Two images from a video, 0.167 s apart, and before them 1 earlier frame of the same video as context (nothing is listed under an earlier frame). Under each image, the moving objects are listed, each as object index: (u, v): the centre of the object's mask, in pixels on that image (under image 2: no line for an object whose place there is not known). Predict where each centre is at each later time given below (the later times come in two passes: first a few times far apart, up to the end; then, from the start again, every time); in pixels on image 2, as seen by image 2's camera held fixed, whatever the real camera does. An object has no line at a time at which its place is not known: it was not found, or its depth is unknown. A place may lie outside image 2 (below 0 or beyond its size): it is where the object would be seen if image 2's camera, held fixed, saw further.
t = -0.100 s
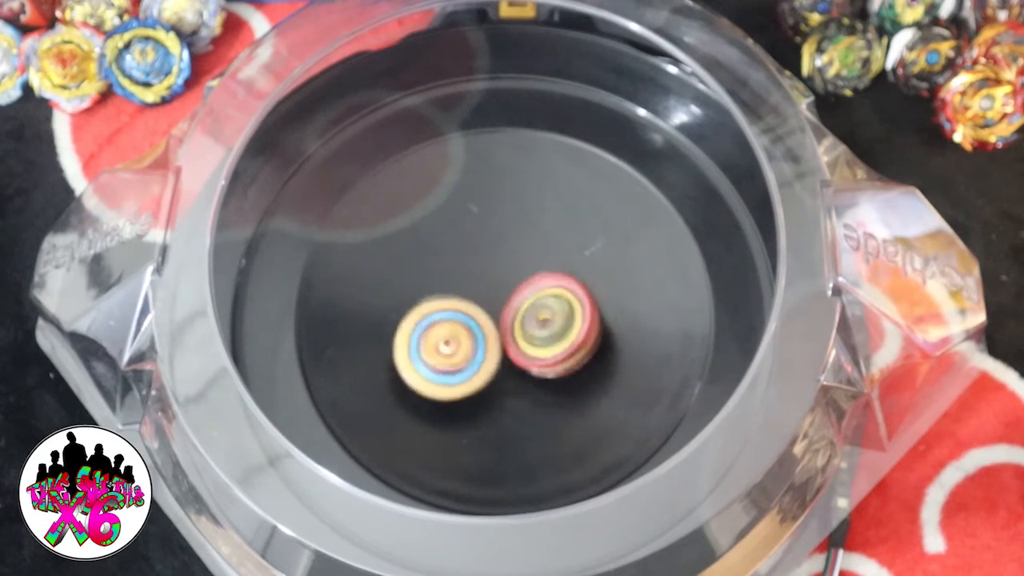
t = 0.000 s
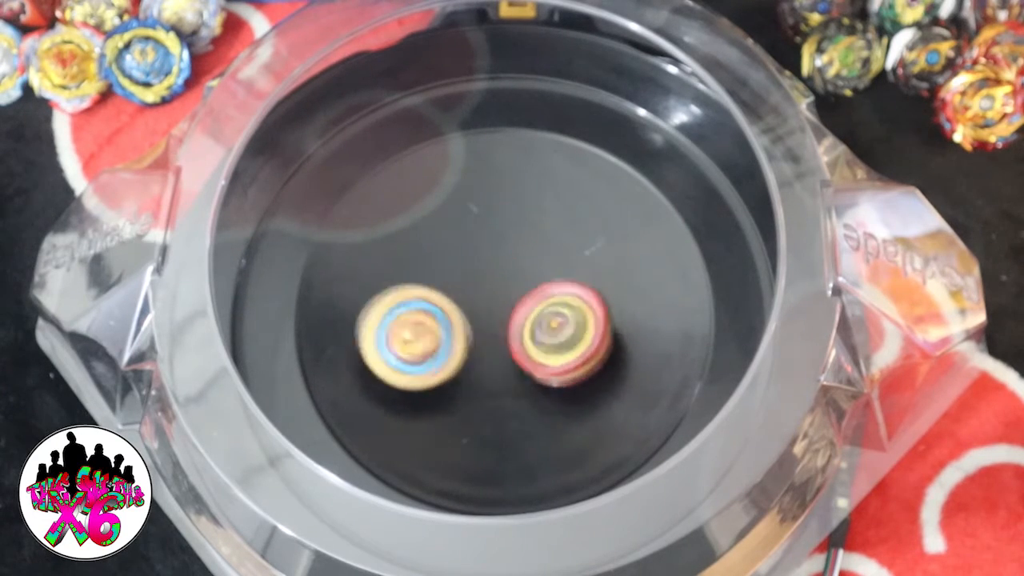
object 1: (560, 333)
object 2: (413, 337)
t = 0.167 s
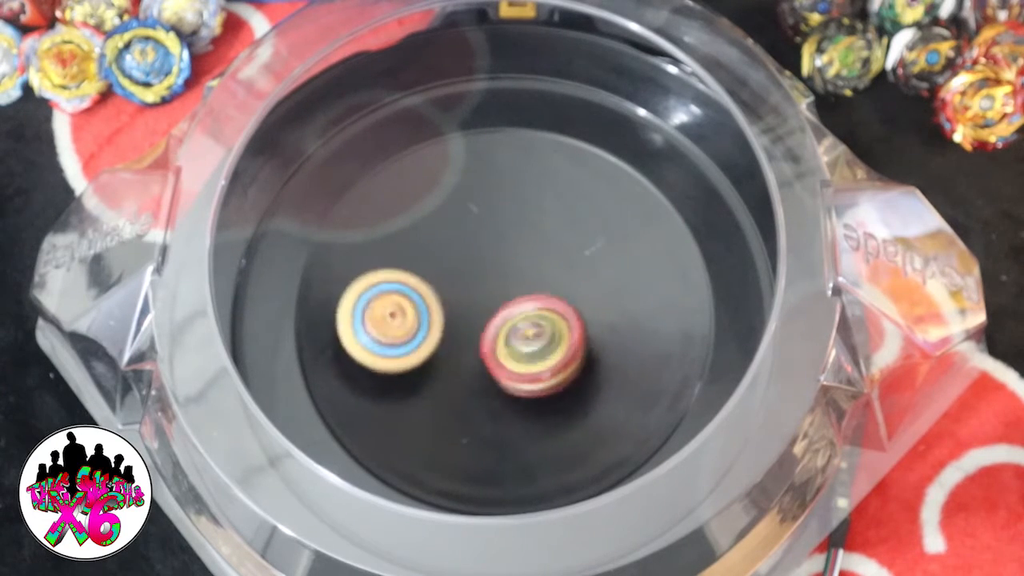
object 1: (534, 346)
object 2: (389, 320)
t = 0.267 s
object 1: (515, 345)
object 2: (395, 311)
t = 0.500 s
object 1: (560, 333)
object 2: (355, 295)
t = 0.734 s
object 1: (548, 293)
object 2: (394, 280)
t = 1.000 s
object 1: (579, 273)
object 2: (457, 286)
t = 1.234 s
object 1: (589, 269)
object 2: (481, 294)
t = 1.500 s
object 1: (587, 292)
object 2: (464, 331)
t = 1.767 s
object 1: (572, 321)
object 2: (464, 331)
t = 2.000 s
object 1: (563, 323)
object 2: (447, 329)
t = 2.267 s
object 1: (550, 315)
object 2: (441, 317)
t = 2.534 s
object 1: (553, 302)
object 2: (450, 311)
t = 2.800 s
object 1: (558, 305)
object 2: (442, 335)
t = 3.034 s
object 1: (554, 302)
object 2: (481, 349)
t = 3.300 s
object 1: (553, 292)
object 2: (503, 373)
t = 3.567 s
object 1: (540, 289)
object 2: (474, 362)
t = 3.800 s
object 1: (540, 291)
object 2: (478, 362)
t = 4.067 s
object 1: (540, 291)
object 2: (478, 362)
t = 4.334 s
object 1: (540, 291)
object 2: (478, 361)
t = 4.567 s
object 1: (540, 291)
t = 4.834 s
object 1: (540, 291)
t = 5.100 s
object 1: (540, 291)
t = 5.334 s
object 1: (540, 291)
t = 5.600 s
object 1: (540, 291)
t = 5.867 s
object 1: (540, 291)
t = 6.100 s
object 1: (540, 291)
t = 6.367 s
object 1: (540, 291)
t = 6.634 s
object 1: (540, 290)
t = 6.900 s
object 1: (540, 291)
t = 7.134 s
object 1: (540, 291)
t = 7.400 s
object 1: (540, 291)
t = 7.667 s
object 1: (540, 291)
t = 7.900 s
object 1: (540, 291)
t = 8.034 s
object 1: (540, 291)
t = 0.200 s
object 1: (528, 345)
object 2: (392, 318)
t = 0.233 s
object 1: (521, 346)
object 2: (393, 314)
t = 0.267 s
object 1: (515, 345)
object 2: (395, 311)
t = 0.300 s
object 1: (510, 343)
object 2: (396, 309)
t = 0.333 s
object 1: (505, 342)
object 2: (398, 306)
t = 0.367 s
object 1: (508, 341)
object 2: (393, 304)
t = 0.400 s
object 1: (527, 340)
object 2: (372, 301)
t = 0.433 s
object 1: (544, 338)
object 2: (356, 298)
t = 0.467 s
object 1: (554, 335)
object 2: (353, 299)
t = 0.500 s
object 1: (560, 333)
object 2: (355, 295)
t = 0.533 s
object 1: (563, 330)
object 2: (358, 288)
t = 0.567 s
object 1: (560, 324)
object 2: (362, 285)
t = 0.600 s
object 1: (559, 319)
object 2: (367, 281)
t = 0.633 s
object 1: (556, 311)
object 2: (369, 278)
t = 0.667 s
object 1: (555, 305)
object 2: (375, 280)
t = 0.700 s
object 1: (552, 299)
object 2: (383, 280)
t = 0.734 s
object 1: (548, 293)
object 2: (394, 280)
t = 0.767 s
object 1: (544, 288)
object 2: (407, 277)
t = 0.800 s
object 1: (540, 282)
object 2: (423, 276)
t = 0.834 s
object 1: (541, 278)
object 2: (432, 276)
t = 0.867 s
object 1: (553, 275)
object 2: (432, 281)
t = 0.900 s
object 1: (560, 275)
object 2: (440, 284)
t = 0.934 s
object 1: (563, 275)
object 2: (453, 283)
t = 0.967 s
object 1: (569, 276)
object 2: (457, 284)
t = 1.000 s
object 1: (579, 273)
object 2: (457, 286)
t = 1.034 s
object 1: (584, 268)
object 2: (460, 286)
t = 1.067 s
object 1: (589, 266)
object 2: (463, 284)
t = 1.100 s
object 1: (588, 266)
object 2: (465, 285)
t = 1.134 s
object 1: (588, 265)
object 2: (468, 288)
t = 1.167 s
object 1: (587, 265)
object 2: (474, 287)
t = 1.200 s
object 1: (588, 266)
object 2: (479, 289)
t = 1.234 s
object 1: (589, 269)
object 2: (481, 294)
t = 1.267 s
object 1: (600, 268)
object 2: (468, 306)
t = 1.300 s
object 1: (605, 271)
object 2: (463, 314)
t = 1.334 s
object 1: (606, 273)
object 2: (464, 319)
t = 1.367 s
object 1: (605, 279)
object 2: (464, 320)
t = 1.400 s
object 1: (601, 283)
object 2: (463, 323)
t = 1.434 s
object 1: (598, 287)
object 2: (463, 325)
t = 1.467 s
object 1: (592, 289)
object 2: (463, 327)
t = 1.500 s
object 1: (587, 292)
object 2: (464, 331)
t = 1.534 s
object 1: (579, 295)
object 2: (469, 333)
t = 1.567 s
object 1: (571, 302)
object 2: (472, 333)
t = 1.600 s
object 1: (572, 307)
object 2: (465, 331)
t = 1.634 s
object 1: (573, 309)
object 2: (466, 336)
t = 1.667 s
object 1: (573, 314)
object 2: (467, 337)
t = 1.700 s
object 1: (574, 317)
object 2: (465, 334)
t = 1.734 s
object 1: (576, 321)
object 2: (464, 331)
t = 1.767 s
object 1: (572, 321)
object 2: (464, 331)
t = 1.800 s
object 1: (570, 317)
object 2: (464, 329)
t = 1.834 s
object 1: (571, 317)
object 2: (460, 326)
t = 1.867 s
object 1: (569, 321)
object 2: (457, 326)
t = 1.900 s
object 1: (564, 321)
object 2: (457, 327)
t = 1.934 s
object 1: (566, 318)
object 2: (452, 328)
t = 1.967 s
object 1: (568, 320)
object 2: (448, 330)
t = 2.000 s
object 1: (563, 323)
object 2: (447, 329)
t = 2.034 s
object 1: (557, 322)
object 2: (445, 326)
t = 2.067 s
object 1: (556, 320)
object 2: (442, 323)
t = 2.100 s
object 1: (553, 321)
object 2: (441, 322)
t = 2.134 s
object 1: (549, 319)
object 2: (440, 321)
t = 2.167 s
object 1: (551, 317)
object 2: (441, 319)
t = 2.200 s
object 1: (552, 318)
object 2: (444, 317)
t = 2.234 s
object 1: (550, 318)
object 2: (444, 314)
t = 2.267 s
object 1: (550, 315)
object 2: (441, 317)
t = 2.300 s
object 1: (553, 314)
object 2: (445, 319)
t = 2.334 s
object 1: (556, 312)
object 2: (448, 318)
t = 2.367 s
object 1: (554, 307)
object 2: (450, 315)
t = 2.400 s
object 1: (556, 302)
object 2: (447, 317)
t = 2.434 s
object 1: (560, 300)
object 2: (449, 320)
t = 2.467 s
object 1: (561, 302)
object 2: (452, 318)
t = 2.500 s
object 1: (557, 303)
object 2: (452, 313)
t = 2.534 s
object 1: (553, 302)
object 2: (450, 311)
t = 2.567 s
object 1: (550, 299)
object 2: (440, 313)
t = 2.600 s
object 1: (547, 298)
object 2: (439, 321)
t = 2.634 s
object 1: (548, 297)
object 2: (446, 325)
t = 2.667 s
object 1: (555, 300)
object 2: (453, 329)
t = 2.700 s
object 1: (557, 305)
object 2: (461, 327)
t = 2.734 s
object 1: (557, 307)
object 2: (455, 327)
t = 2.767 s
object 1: (560, 305)
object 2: (446, 330)
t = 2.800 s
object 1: (558, 305)
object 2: (442, 335)
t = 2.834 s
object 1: (558, 305)
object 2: (443, 341)
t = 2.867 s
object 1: (558, 304)
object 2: (447, 345)
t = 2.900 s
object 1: (557, 302)
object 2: (453, 347)
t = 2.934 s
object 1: (556, 304)
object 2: (461, 347)
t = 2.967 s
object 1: (553, 305)
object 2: (469, 344)
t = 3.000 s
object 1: (552, 303)
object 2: (476, 342)
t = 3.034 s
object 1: (554, 302)
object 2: (481, 349)
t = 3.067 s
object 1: (553, 302)
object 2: (486, 355)
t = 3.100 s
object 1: (551, 301)
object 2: (493, 359)
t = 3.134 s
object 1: (549, 299)
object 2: (498, 366)
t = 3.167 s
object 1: (550, 297)
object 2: (502, 371)
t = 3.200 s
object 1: (554, 295)
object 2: (504, 374)
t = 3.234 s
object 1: (554, 292)
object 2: (504, 375)
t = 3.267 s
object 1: (553, 290)
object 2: (504, 375)
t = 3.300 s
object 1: (553, 292)
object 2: (503, 373)
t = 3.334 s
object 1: (551, 294)
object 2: (499, 370)
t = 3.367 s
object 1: (547, 295)
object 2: (496, 367)
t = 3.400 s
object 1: (543, 294)
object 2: (491, 364)
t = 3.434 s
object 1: (541, 290)
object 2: (486, 362)
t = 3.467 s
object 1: (541, 288)
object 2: (481, 361)
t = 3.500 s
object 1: (540, 287)
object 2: (477, 361)
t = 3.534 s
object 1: (540, 288)
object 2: (475, 362)
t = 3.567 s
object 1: (540, 289)
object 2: (474, 362)
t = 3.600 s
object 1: (541, 290)
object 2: (474, 362)
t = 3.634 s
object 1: (540, 291)
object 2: (475, 362)
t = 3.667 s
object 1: (540, 291)
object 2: (477, 362)
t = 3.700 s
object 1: (540, 291)
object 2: (478, 362)
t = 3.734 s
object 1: (540, 291)
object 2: (478, 362)
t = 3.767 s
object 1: (540, 291)
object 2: (478, 362)
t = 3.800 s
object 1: (540, 291)
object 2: (478, 362)
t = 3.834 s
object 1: (540, 291)
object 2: (478, 362)
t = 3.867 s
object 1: (540, 291)
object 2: (478, 362)
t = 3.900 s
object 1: (540, 291)
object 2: (478, 362)
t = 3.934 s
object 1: (540, 291)
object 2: (478, 362)
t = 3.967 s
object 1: (540, 291)
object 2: (478, 362)
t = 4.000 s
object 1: (540, 291)
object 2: (478, 362)
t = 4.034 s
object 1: (540, 291)
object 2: (478, 362)
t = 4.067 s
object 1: (540, 291)
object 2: (478, 362)
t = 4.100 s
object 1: (540, 291)
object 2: (478, 362)
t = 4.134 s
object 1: (540, 291)
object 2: (478, 362)
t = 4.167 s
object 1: (540, 291)
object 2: (478, 362)
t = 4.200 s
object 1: (540, 291)
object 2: (478, 362)
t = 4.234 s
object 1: (540, 291)
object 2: (478, 362)
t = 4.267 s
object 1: (540, 291)
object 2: (478, 362)
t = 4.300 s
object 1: (540, 291)
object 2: (478, 362)
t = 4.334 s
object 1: (540, 291)
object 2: (478, 361)
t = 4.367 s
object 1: (540, 291)
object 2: (478, 362)
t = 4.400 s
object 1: (540, 291)
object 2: (478, 361)
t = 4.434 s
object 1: (540, 291)
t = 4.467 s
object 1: (540, 291)
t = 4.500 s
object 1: (540, 291)
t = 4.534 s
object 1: (540, 291)
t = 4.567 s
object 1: (540, 291)
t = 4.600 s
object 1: (540, 291)
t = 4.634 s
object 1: (540, 291)
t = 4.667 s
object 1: (540, 291)
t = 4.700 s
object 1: (540, 291)
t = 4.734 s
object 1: (540, 291)
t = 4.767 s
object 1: (540, 291)
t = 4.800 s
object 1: (540, 291)
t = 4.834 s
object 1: (540, 291)
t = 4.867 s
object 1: (540, 291)
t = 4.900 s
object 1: (540, 291)
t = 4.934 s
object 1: (540, 291)
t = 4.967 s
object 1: (540, 291)
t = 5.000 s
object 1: (540, 291)
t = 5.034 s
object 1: (540, 291)
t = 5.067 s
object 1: (540, 291)
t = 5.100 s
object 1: (540, 291)
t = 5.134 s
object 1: (540, 291)
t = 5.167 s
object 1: (540, 291)
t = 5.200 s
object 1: (540, 291)
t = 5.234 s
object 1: (540, 291)
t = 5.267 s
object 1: (540, 291)
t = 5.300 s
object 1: (540, 291)
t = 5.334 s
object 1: (540, 291)
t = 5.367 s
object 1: (540, 291)
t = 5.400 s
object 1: (540, 291)
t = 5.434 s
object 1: (540, 291)
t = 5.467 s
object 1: (540, 291)
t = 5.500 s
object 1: (540, 291)
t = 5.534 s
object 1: (540, 291)
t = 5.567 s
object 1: (540, 291)
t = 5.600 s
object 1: (540, 291)
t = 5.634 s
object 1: (540, 291)
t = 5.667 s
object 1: (540, 291)
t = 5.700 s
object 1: (540, 291)
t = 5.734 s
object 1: (540, 291)
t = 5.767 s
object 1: (540, 291)
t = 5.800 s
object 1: (540, 291)
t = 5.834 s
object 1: (540, 291)
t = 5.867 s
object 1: (540, 291)
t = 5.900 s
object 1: (540, 291)
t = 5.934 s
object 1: (540, 291)
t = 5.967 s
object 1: (540, 291)
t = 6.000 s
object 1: (540, 291)
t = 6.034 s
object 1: (540, 291)
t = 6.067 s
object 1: (540, 291)
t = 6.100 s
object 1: (540, 291)
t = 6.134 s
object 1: (540, 290)
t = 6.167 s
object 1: (540, 291)
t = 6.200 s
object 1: (540, 290)
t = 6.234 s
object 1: (540, 291)
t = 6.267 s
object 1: (540, 291)
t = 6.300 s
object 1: (540, 291)
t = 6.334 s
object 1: (540, 290)
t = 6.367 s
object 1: (540, 291)
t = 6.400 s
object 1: (540, 291)
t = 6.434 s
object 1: (540, 291)
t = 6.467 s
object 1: (540, 291)
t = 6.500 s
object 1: (540, 290)
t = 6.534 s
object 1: (540, 291)
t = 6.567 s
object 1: (540, 291)
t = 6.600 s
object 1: (540, 291)
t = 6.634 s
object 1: (540, 290)
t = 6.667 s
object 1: (540, 291)
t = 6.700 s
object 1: (540, 291)
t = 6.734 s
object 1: (540, 291)
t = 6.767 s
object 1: (540, 291)
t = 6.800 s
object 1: (540, 291)
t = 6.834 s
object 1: (540, 291)
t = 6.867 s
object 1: (540, 291)
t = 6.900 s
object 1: (540, 291)
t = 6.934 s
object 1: (540, 291)
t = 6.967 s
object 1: (540, 291)
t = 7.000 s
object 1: (540, 291)
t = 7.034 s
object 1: (540, 291)
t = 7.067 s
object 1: (540, 291)
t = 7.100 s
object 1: (540, 291)
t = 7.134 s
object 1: (540, 291)
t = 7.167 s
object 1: (540, 291)
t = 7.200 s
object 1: (540, 291)
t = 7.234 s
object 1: (540, 291)
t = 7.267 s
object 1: (540, 291)
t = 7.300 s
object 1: (540, 291)
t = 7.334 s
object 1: (540, 291)
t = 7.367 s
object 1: (540, 291)
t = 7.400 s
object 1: (540, 291)
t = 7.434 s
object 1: (540, 291)
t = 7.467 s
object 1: (540, 291)
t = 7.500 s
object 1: (540, 291)
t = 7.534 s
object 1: (540, 291)
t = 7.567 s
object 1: (540, 291)
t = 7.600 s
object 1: (540, 291)
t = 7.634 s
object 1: (540, 291)
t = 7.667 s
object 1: (540, 291)
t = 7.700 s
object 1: (540, 291)
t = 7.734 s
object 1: (540, 291)
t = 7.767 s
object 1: (540, 291)
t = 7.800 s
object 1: (540, 291)
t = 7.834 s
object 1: (540, 291)
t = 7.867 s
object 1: (540, 291)
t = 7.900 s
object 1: (540, 291)
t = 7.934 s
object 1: (540, 291)
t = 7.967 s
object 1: (540, 291)
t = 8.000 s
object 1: (540, 291)
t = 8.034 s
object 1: (540, 291)
